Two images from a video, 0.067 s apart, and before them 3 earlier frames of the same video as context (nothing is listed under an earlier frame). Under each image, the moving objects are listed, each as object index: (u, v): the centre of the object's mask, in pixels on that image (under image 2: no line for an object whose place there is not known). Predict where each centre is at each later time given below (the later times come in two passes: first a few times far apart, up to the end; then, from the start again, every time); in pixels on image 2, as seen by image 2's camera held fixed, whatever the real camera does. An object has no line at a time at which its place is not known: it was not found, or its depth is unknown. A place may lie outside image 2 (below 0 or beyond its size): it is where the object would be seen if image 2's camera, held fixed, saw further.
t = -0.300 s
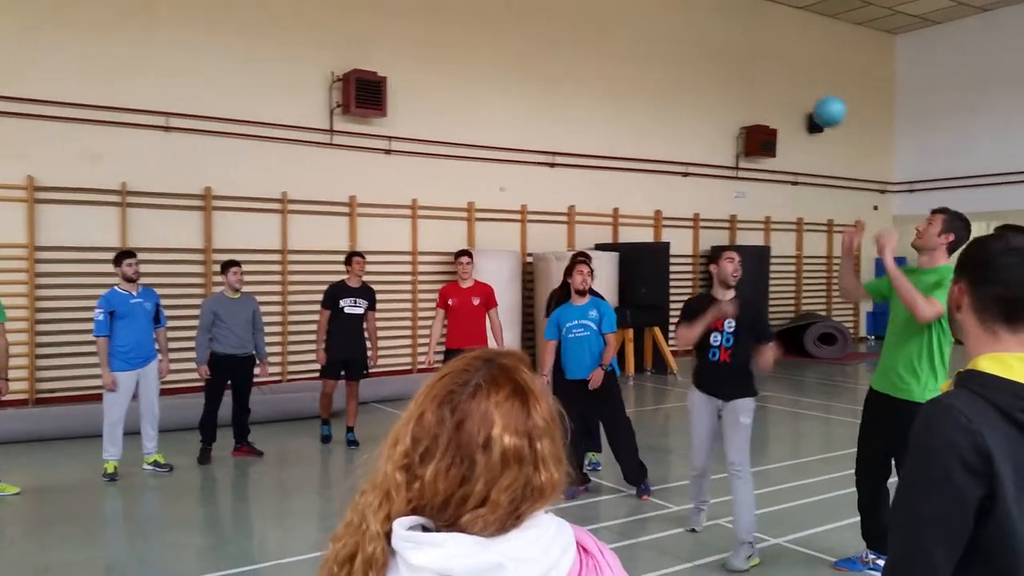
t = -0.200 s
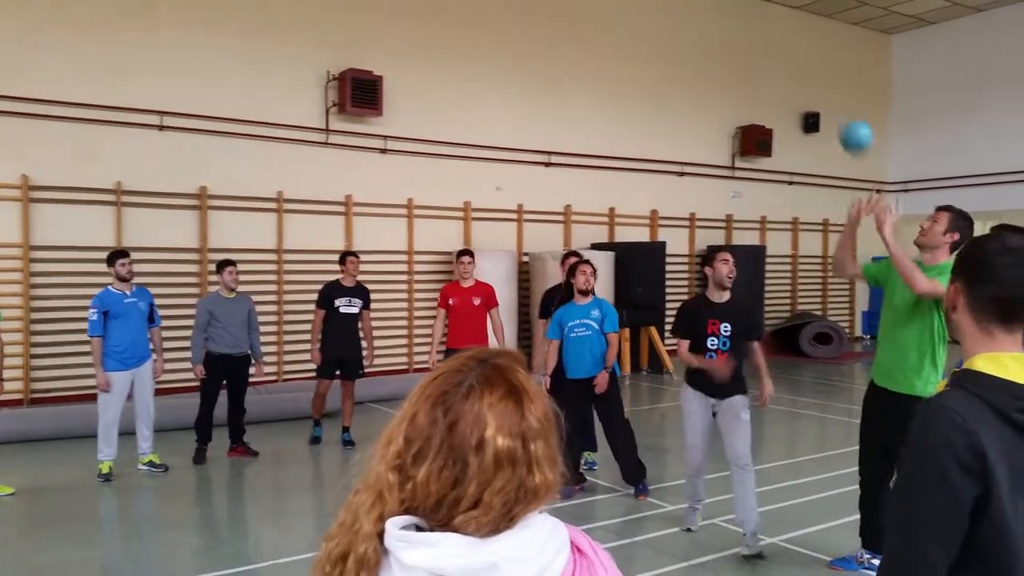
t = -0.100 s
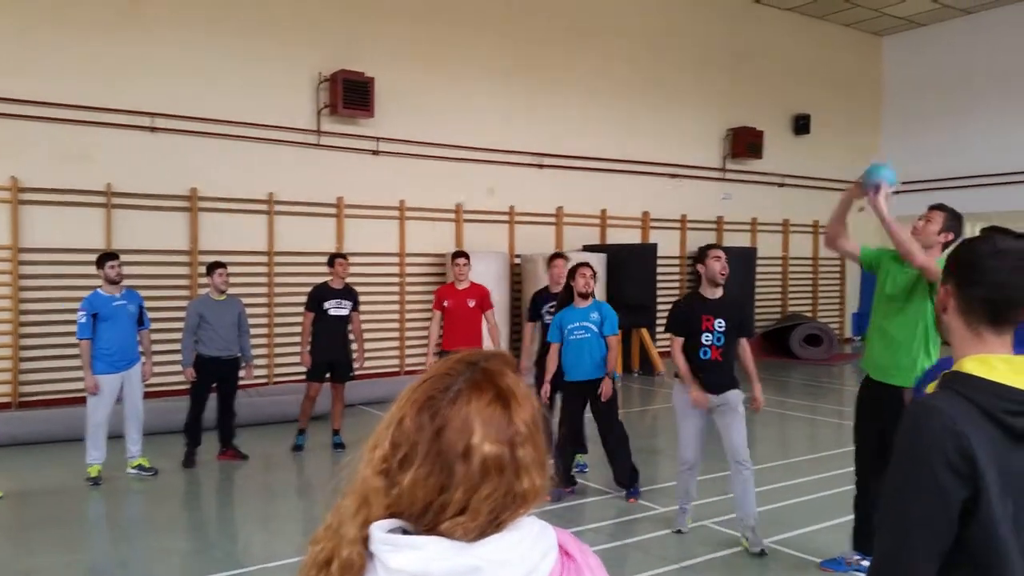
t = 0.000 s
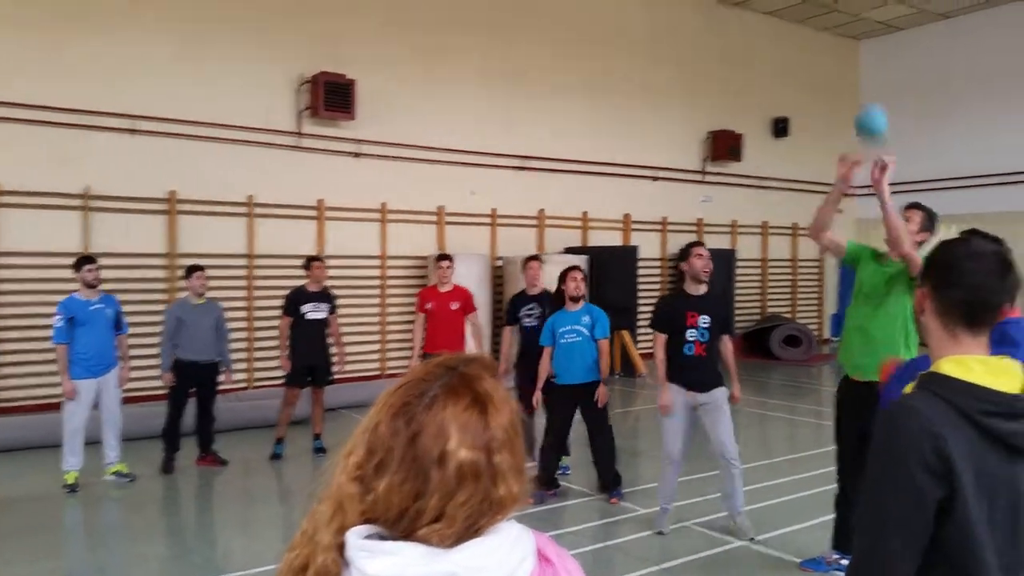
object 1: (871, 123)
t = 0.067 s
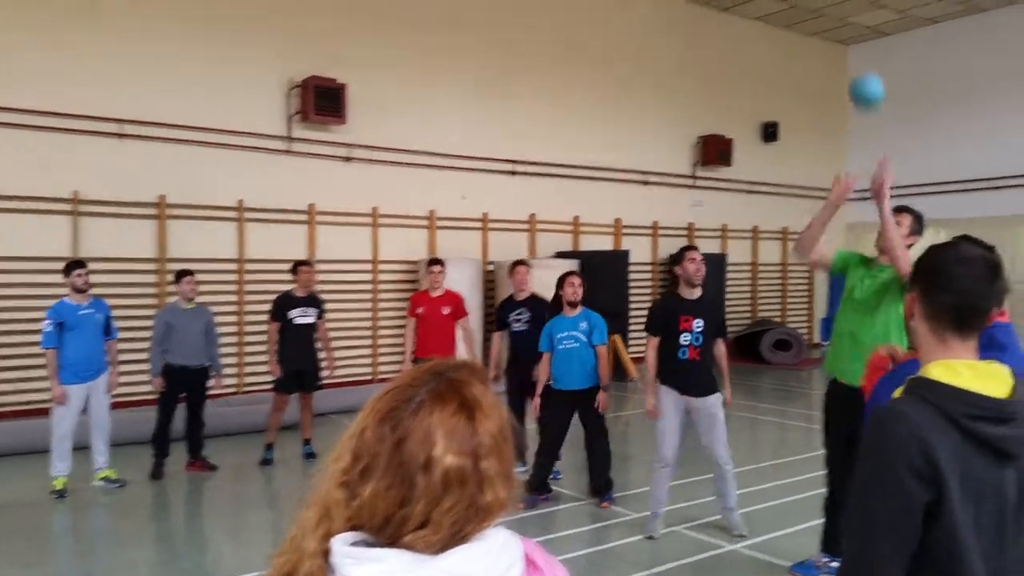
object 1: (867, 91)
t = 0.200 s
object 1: (881, 38)
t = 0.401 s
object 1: (898, 21)
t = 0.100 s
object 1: (871, 75)
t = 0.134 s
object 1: (874, 59)
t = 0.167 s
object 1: (876, 47)
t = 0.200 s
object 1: (881, 38)
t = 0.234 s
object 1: (883, 29)
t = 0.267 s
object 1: (885, 24)
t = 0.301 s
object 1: (889, 20)
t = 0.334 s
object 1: (895, 17)
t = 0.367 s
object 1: (897, 16)
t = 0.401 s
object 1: (898, 21)
